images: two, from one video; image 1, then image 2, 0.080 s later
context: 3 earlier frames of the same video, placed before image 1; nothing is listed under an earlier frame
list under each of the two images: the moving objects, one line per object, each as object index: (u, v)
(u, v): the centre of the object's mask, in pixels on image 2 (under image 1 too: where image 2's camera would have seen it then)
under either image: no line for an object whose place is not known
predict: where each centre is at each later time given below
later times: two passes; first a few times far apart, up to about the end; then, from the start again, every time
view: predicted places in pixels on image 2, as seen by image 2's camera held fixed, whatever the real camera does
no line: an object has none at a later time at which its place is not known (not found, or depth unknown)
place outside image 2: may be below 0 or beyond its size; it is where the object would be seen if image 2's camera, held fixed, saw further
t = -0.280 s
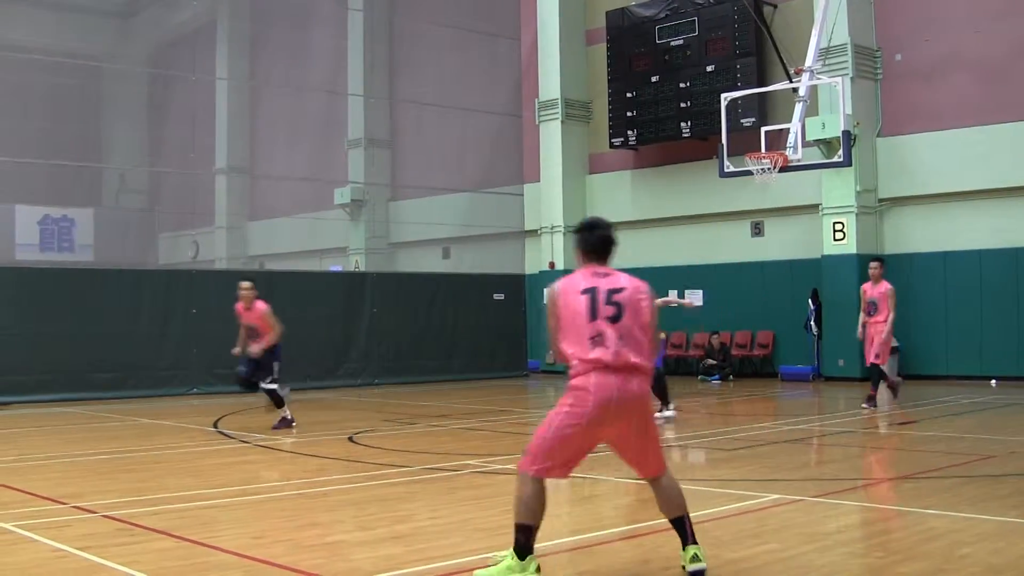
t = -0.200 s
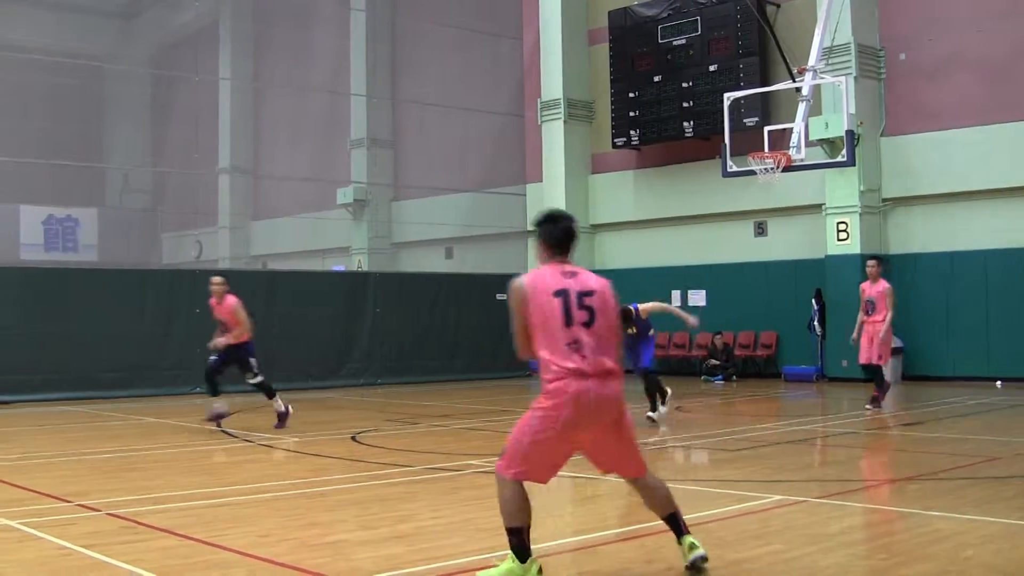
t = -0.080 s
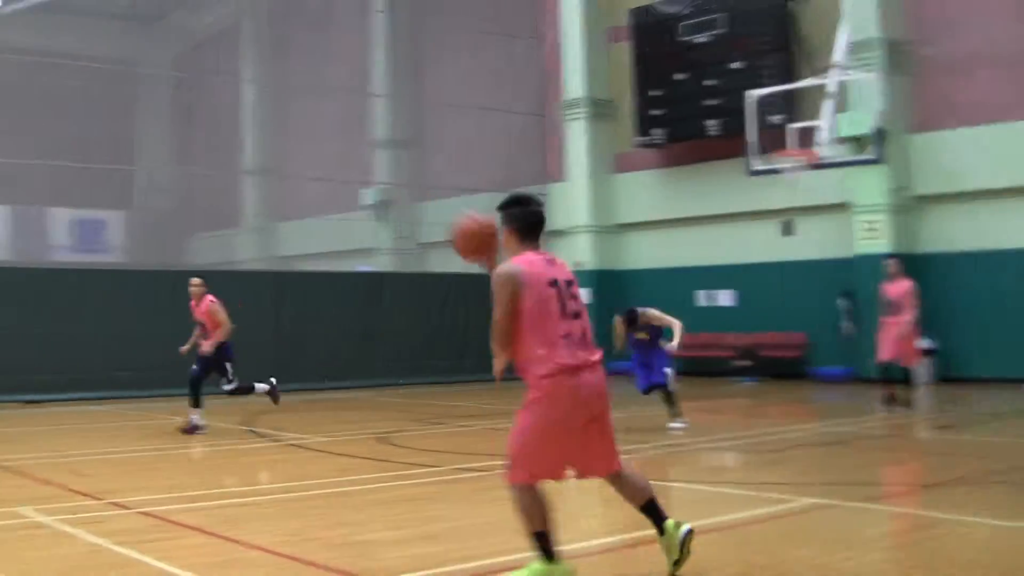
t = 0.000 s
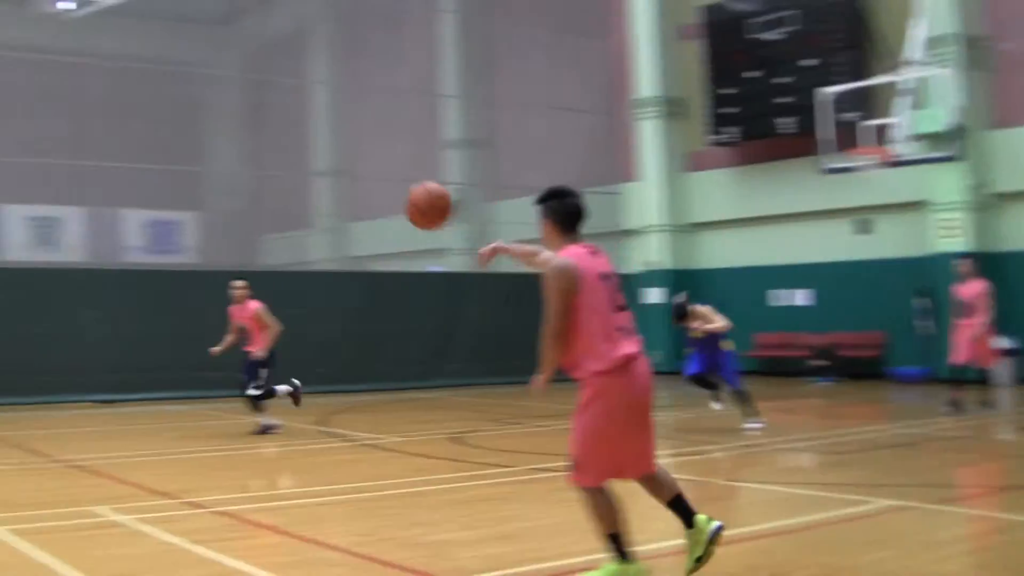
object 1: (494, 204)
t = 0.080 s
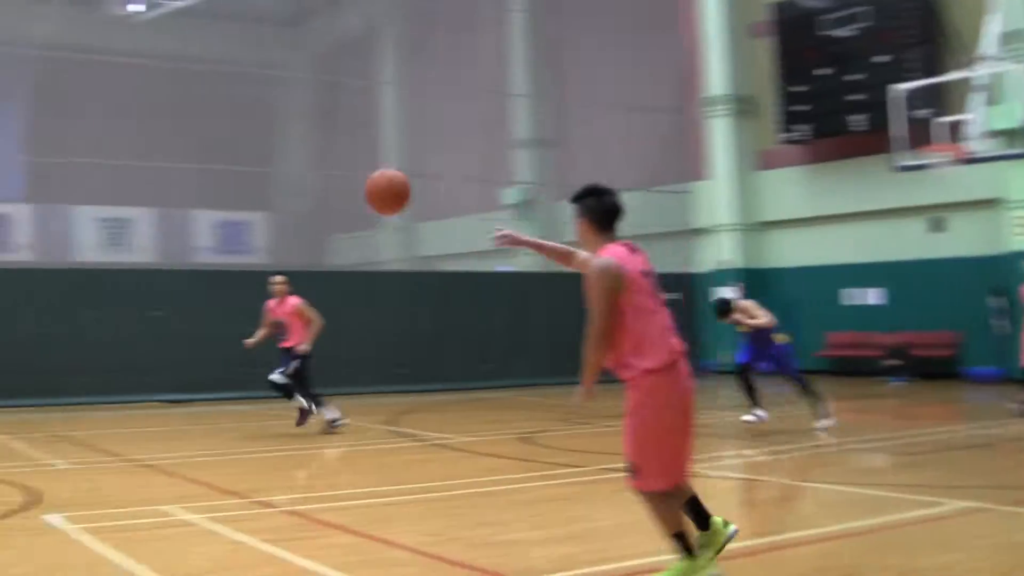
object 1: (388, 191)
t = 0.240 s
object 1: (211, 197)
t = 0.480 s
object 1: (-28, 277)
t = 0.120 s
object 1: (347, 189)
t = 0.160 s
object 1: (300, 190)
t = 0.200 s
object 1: (254, 193)
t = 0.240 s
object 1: (211, 197)
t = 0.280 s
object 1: (168, 205)
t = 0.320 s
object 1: (126, 215)
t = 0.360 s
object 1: (86, 228)
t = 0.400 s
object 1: (47, 242)
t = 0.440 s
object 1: (9, 261)
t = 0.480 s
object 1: (-28, 277)
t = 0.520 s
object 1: (-63, 298)
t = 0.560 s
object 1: (-97, 321)
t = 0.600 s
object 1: (-129, 345)
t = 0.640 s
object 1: (-162, 371)
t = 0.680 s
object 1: (-192, 398)
